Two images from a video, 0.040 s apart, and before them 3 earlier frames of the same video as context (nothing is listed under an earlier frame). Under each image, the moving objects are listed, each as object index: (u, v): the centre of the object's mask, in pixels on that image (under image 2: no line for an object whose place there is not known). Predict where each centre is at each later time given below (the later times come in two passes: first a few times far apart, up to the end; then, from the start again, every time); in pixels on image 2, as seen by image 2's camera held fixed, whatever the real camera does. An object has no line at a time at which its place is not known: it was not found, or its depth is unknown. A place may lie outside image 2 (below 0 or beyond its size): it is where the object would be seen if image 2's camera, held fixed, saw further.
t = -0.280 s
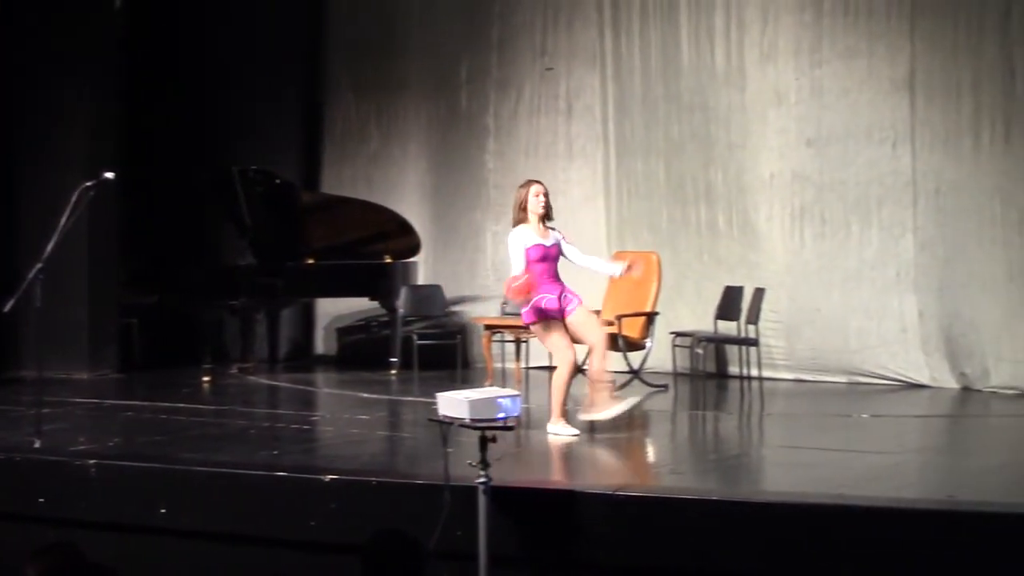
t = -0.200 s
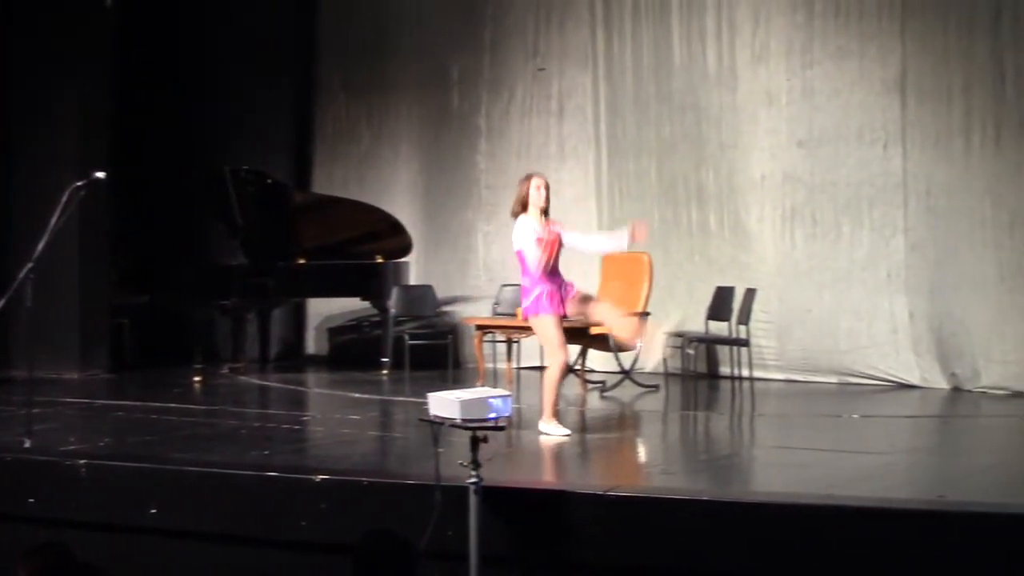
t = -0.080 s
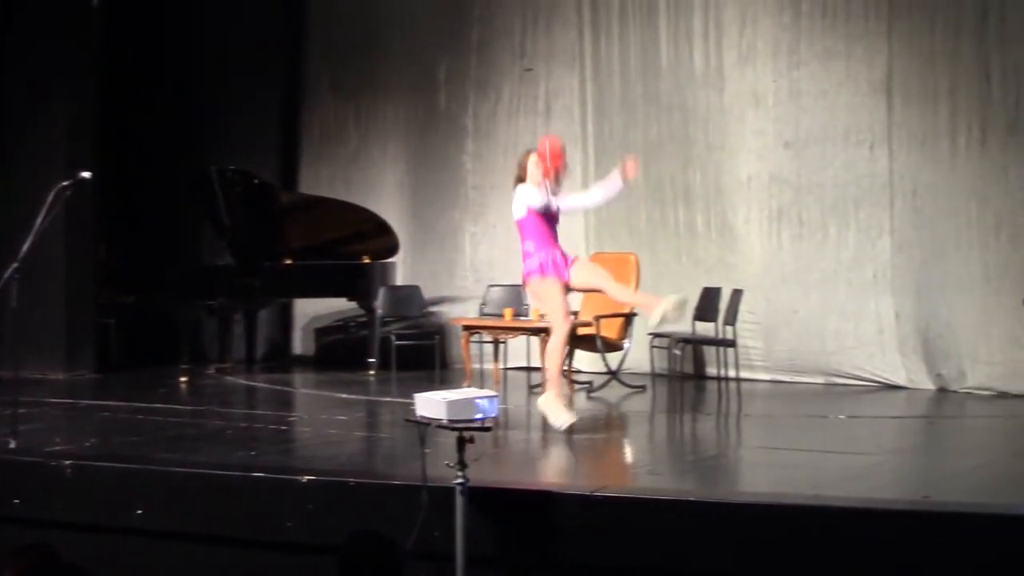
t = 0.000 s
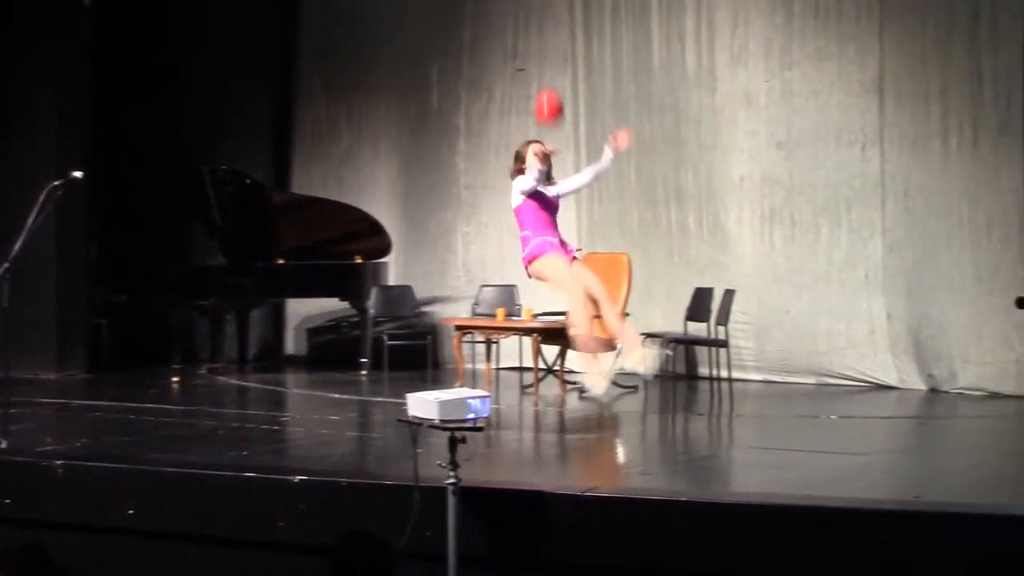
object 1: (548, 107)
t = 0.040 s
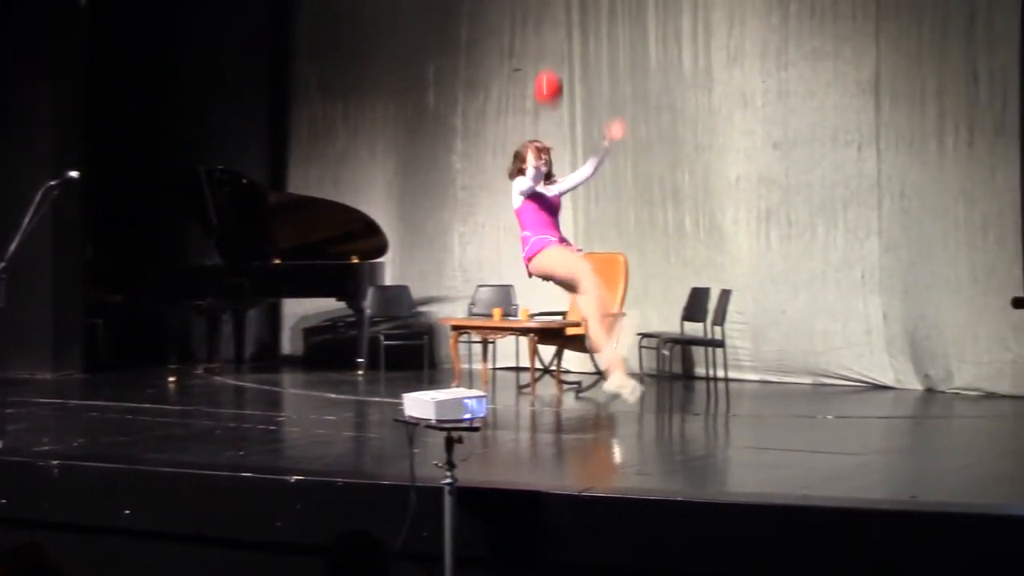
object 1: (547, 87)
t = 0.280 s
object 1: (563, 28)
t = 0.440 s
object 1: (572, 42)
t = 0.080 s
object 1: (550, 70)
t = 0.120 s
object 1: (552, 56)
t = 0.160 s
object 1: (556, 44)
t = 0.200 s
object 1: (559, 36)
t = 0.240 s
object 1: (560, 30)
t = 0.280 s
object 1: (563, 28)
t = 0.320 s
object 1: (566, 27)
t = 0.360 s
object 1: (568, 29)
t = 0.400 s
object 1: (571, 35)
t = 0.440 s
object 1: (572, 42)
